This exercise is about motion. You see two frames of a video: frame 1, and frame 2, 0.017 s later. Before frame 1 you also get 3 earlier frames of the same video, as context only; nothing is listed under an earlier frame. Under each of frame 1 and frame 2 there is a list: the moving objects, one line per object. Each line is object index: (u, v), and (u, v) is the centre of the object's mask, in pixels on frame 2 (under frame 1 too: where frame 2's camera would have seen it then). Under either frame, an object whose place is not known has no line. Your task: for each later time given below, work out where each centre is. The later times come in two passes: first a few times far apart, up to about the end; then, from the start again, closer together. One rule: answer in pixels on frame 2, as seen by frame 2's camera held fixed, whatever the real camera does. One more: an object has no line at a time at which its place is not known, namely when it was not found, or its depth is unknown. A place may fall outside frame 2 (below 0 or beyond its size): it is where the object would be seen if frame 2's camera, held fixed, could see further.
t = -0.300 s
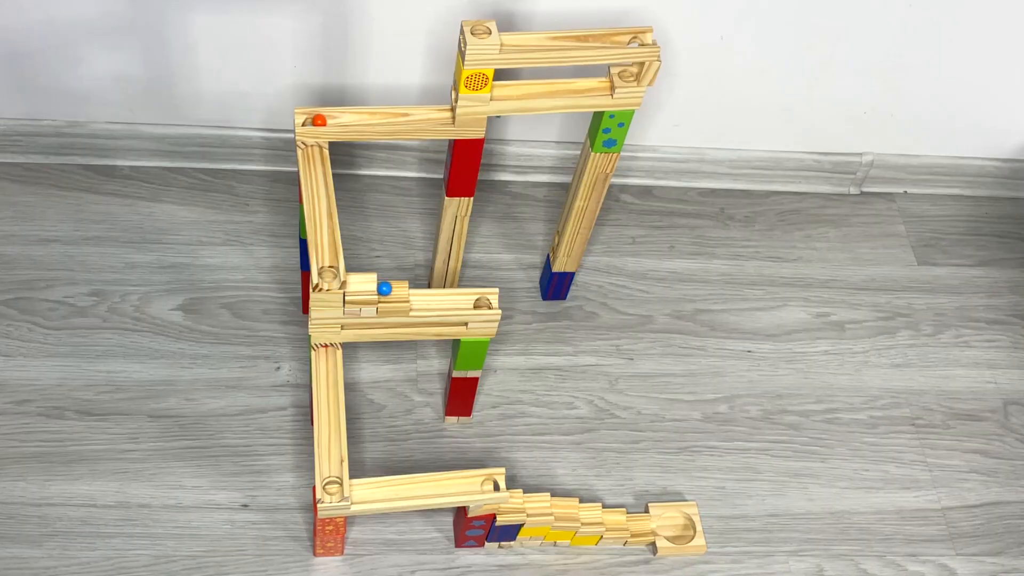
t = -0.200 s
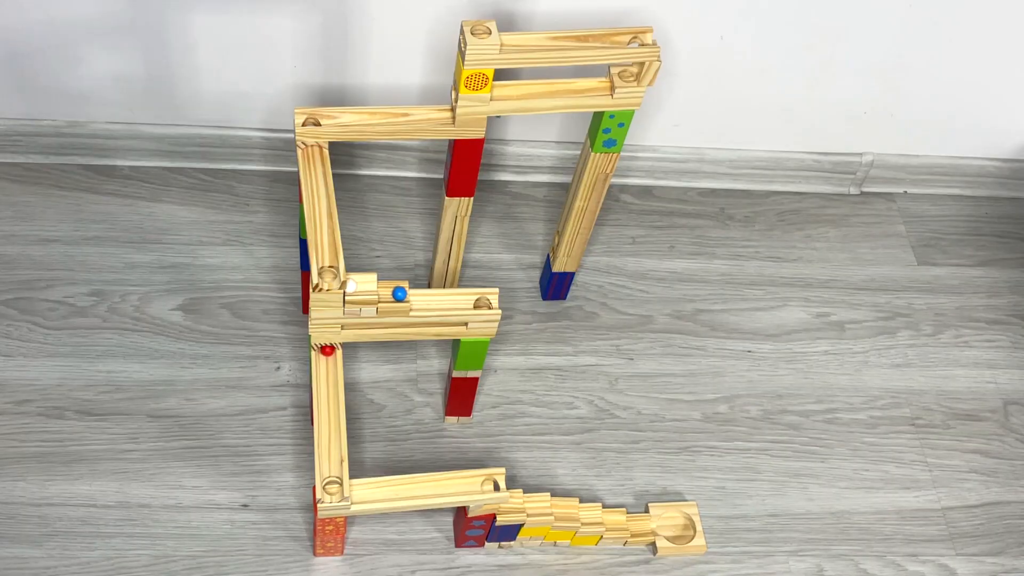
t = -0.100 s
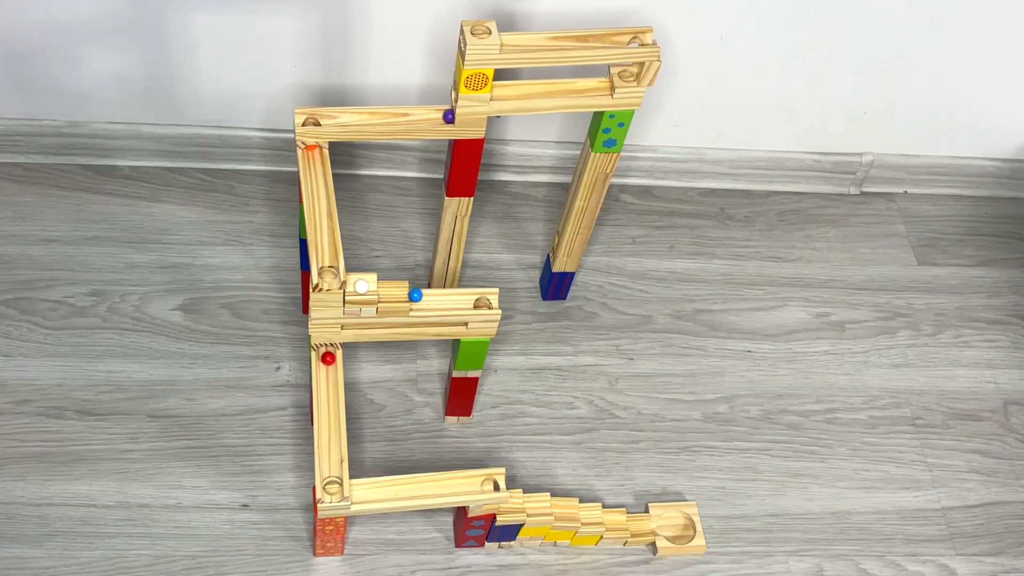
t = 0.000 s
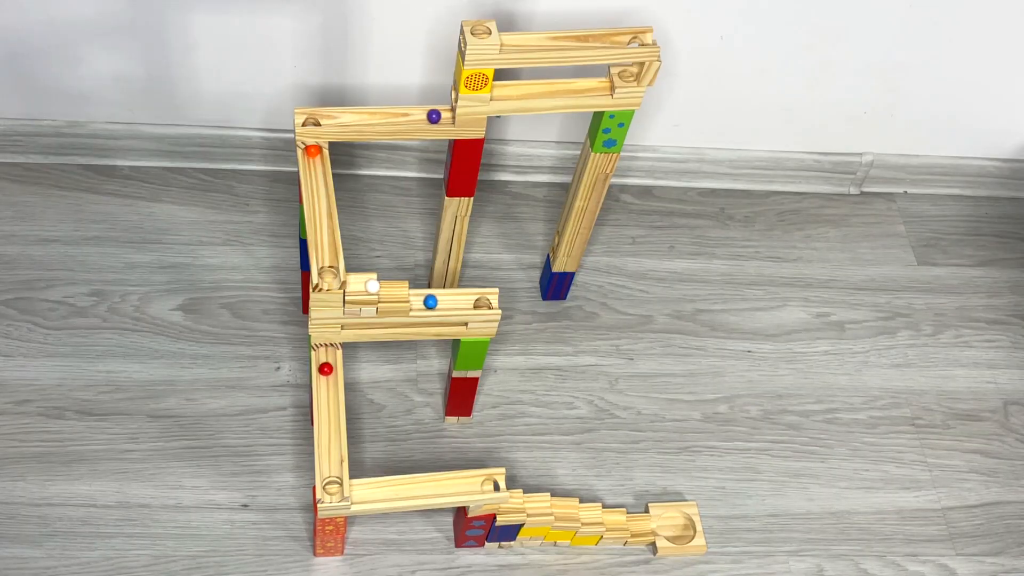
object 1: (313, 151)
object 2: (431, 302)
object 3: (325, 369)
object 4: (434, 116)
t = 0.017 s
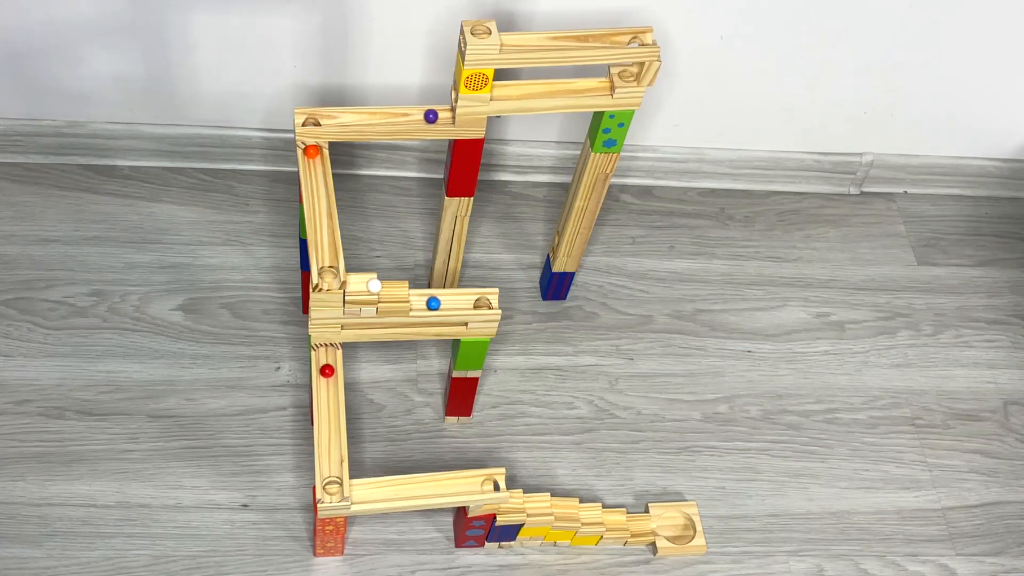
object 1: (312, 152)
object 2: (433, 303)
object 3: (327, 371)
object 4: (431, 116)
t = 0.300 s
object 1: (315, 173)
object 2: (480, 308)
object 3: (329, 405)
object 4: (375, 118)
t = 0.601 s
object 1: (318, 199)
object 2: (445, 324)
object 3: (331, 450)
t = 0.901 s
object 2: (399, 326)
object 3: (335, 491)
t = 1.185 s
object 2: (346, 327)
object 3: (368, 492)
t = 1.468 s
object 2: (325, 348)
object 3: (410, 490)
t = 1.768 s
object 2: (327, 369)
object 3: (470, 487)
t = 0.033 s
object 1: (311, 152)
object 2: (436, 303)
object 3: (328, 373)
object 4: (428, 116)
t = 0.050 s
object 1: (311, 153)
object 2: (439, 303)
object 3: (329, 374)
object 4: (425, 117)
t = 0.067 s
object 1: (313, 155)
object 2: (442, 303)
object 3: (329, 376)
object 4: (422, 117)
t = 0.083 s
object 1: (315, 156)
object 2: (445, 302)
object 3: (328, 378)
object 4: (419, 118)
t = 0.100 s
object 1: (315, 157)
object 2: (448, 302)
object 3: (327, 380)
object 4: (416, 118)
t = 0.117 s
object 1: (315, 158)
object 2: (452, 302)
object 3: (326, 382)
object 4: (413, 118)
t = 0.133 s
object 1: (315, 160)
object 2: (455, 302)
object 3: (326, 384)
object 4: (410, 117)
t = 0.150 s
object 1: (313, 161)
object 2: (458, 303)
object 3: (327, 386)
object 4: (407, 117)
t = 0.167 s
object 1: (313, 162)
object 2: (462, 303)
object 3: (329, 388)
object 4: (403, 117)
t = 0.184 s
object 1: (313, 163)
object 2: (465, 303)
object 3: (329, 390)
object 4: (400, 117)
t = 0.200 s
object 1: (314, 165)
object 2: (469, 303)
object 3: (330, 392)
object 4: (397, 117)
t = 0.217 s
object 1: (315, 166)
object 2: (472, 303)
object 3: (329, 394)
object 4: (393, 118)
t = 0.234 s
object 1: (316, 167)
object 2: (476, 302)
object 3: (328, 396)
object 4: (390, 118)
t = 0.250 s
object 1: (317, 168)
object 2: (479, 303)
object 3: (327, 398)
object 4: (386, 118)
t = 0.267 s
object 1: (316, 170)
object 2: (482, 304)
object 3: (327, 400)
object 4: (383, 118)
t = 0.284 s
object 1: (316, 171)
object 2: (483, 306)
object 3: (328, 403)
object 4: (379, 119)
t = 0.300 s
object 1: (315, 173)
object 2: (480, 308)
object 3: (329, 405)
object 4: (375, 118)
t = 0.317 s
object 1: (314, 174)
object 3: (330, 407)
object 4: (371, 118)
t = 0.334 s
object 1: (314, 175)
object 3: (330, 409)
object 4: (368, 118)
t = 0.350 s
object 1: (316, 177)
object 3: (330, 412)
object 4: (364, 119)
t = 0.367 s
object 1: (317, 178)
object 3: (329, 414)
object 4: (360, 119)
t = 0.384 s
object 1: (318, 179)
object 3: (328, 416)
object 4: (357, 119)
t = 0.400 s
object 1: (318, 181)
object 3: (328, 419)
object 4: (352, 120)
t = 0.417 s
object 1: (318, 182)
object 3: (328, 421)
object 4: (348, 120)
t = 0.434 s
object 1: (317, 184)
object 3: (329, 423)
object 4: (345, 120)
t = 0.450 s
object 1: (316, 185)
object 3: (330, 426)
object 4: (340, 120)
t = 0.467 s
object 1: (316, 186)
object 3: (331, 428)
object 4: (336, 120)
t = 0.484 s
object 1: (316, 188)
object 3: (331, 431)
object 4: (332, 120)
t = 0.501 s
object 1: (318, 190)
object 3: (331, 434)
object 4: (328, 119)
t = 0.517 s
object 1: (319, 191)
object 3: (330, 436)
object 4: (324, 120)
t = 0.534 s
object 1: (319, 192)
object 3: (329, 439)
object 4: (319, 120)
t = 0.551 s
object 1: (319, 194)
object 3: (329, 441)
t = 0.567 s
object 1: (319, 196)
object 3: (329, 444)
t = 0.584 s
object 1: (318, 197)
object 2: (447, 324)
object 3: (330, 447)
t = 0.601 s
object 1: (318, 199)
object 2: (445, 324)
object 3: (331, 450)
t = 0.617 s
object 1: (318, 201)
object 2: (442, 325)
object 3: (331, 452)
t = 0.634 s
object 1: (319, 202)
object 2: (440, 324)
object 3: (332, 455)
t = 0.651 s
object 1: (320, 204)
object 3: (332, 458)
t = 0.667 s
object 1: (321, 205)
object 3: (331, 461)
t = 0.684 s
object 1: (321, 207)
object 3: (331, 464)
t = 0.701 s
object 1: (321, 209)
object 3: (330, 467)
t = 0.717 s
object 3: (330, 470)
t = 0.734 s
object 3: (331, 473)
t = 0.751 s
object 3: (331, 477)
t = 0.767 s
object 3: (332, 481)
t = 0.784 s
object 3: (332, 487)
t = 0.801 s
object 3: (332, 491)
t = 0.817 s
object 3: (333, 491)
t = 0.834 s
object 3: (334, 490)
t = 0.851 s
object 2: (407, 325)
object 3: (335, 491)
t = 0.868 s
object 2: (405, 325)
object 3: (335, 491)
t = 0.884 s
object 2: (401, 325)
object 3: (335, 491)
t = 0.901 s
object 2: (399, 326)
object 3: (335, 491)
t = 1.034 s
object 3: (353, 493)
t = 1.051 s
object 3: (354, 493)
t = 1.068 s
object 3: (355, 494)
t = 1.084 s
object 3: (356, 495)
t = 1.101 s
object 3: (357, 496)
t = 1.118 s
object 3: (360, 495)
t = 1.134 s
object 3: (362, 495)
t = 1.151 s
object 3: (364, 494)
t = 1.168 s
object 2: (349, 327)
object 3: (366, 493)
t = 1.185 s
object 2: (346, 327)
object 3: (368, 492)
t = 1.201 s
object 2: (344, 327)
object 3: (370, 492)
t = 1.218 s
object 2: (343, 327)
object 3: (372, 492)
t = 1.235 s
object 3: (374, 493)
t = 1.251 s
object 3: (377, 494)
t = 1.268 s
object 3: (379, 494)
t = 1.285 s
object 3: (381, 494)
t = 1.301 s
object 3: (384, 493)
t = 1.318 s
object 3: (386, 491)
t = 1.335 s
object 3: (388, 491)
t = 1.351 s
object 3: (391, 491)
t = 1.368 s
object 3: (394, 491)
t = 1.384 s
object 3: (396, 491)
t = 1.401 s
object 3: (399, 492)
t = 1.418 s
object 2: (326, 347)
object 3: (402, 492)
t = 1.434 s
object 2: (326, 347)
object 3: (405, 492)
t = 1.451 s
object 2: (325, 347)
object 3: (408, 491)
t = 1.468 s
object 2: (325, 348)
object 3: (410, 490)
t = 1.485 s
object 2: (326, 348)
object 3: (413, 489)
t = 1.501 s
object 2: (327, 348)
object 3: (416, 489)
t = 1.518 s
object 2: (328, 349)
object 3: (419, 489)
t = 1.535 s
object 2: (328, 350)
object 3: (422, 489)
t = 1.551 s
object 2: (327, 350)
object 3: (425, 489)
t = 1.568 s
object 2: (326, 351)
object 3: (429, 489)
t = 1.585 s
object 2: (325, 352)
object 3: (432, 489)
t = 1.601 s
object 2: (325, 353)
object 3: (435, 490)
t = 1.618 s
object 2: (326, 354)
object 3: (439, 489)
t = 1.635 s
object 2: (327, 356)
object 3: (442, 488)
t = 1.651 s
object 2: (328, 357)
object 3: (445, 487)
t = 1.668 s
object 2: (328, 359)
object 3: (448, 487)
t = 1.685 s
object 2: (328, 361)
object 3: (452, 486)
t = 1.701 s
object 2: (327, 362)
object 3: (455, 486)
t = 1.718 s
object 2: (326, 364)
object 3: (459, 486)
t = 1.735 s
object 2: (326, 365)
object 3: (463, 487)
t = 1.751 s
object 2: (326, 367)
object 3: (466, 487)
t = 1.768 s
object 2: (327, 369)
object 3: (470, 487)
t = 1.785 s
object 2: (328, 371)
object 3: (473, 487)
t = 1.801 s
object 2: (329, 372)
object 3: (477, 486)
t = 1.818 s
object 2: (329, 374)
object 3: (481, 485)
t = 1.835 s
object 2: (328, 376)
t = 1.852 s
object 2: (327, 378)
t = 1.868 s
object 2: (326, 379)
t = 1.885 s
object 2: (326, 381)
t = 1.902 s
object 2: (327, 383)
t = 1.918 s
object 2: (327, 385)
